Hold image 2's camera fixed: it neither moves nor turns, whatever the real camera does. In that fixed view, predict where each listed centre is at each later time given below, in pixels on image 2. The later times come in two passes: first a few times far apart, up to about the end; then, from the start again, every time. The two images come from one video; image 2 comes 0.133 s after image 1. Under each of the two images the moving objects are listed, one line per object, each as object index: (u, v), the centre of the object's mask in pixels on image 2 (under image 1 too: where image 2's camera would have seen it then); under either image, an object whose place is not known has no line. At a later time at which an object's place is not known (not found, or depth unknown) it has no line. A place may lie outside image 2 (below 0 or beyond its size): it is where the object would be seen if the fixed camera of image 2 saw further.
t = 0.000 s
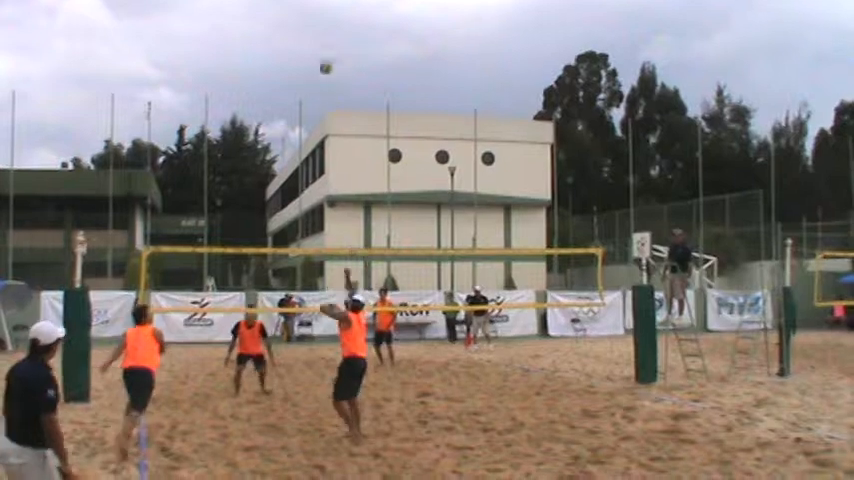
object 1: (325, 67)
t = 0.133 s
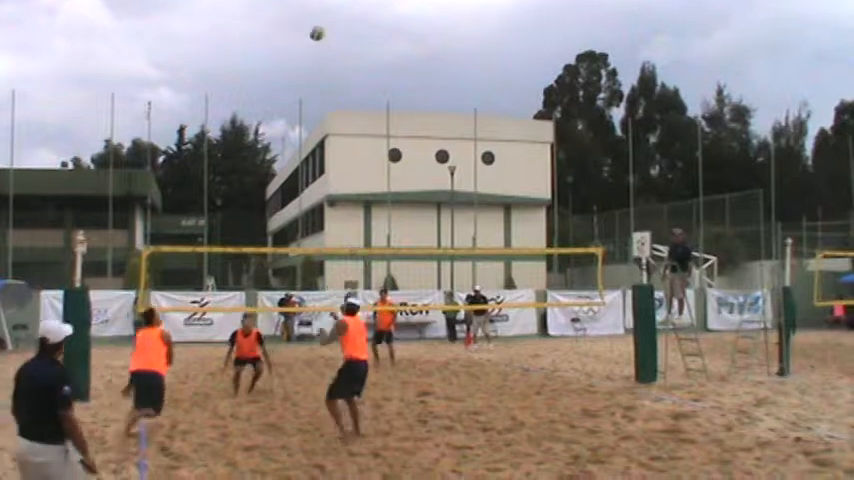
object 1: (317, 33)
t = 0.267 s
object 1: (308, 14)
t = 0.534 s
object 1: (292, 16)
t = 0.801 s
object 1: (276, 63)
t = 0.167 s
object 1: (315, 27)
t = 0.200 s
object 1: (312, 22)
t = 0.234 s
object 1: (310, 18)
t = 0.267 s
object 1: (308, 14)
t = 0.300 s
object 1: (306, 12)
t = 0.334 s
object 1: (304, 10)
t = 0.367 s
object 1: (302, 9)
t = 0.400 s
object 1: (300, 8)
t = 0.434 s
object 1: (298, 9)
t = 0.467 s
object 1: (296, 11)
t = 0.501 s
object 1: (294, 13)
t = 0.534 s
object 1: (292, 16)
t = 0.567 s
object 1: (290, 19)
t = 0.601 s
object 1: (289, 23)
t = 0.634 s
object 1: (286, 27)
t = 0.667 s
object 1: (284, 34)
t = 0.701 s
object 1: (282, 40)
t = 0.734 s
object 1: (280, 47)
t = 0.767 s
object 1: (278, 55)
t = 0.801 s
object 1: (276, 63)
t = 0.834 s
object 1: (274, 74)
